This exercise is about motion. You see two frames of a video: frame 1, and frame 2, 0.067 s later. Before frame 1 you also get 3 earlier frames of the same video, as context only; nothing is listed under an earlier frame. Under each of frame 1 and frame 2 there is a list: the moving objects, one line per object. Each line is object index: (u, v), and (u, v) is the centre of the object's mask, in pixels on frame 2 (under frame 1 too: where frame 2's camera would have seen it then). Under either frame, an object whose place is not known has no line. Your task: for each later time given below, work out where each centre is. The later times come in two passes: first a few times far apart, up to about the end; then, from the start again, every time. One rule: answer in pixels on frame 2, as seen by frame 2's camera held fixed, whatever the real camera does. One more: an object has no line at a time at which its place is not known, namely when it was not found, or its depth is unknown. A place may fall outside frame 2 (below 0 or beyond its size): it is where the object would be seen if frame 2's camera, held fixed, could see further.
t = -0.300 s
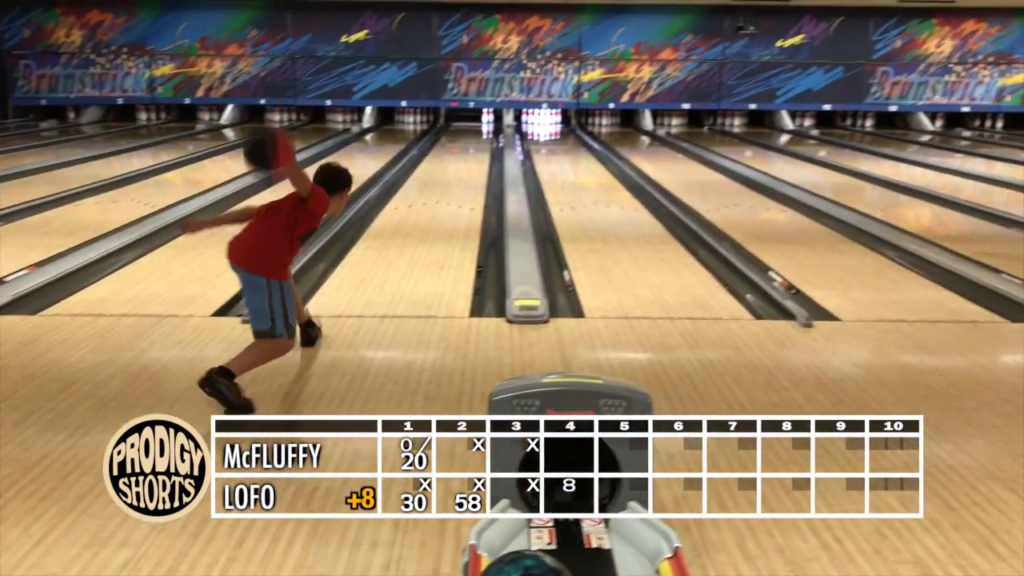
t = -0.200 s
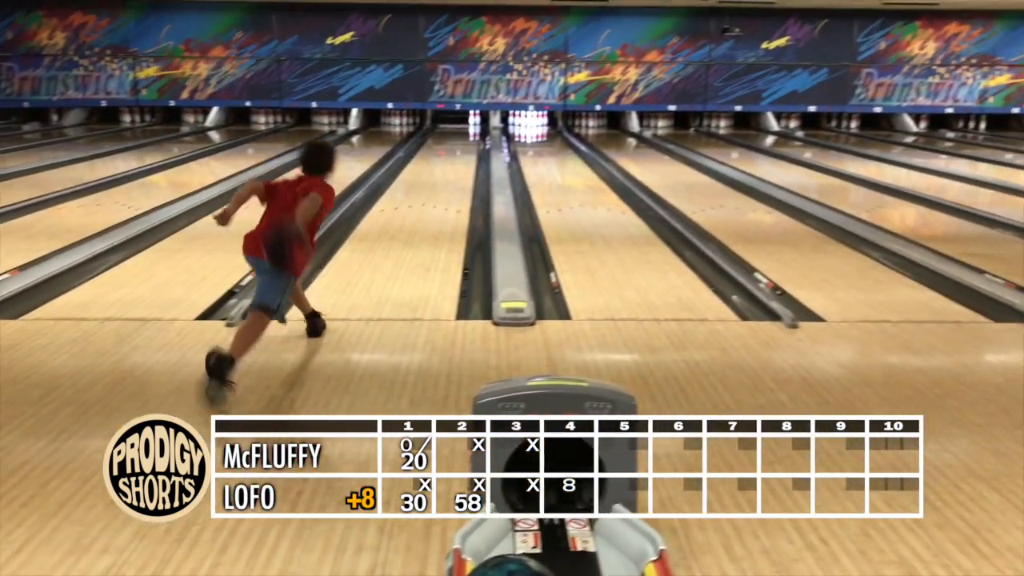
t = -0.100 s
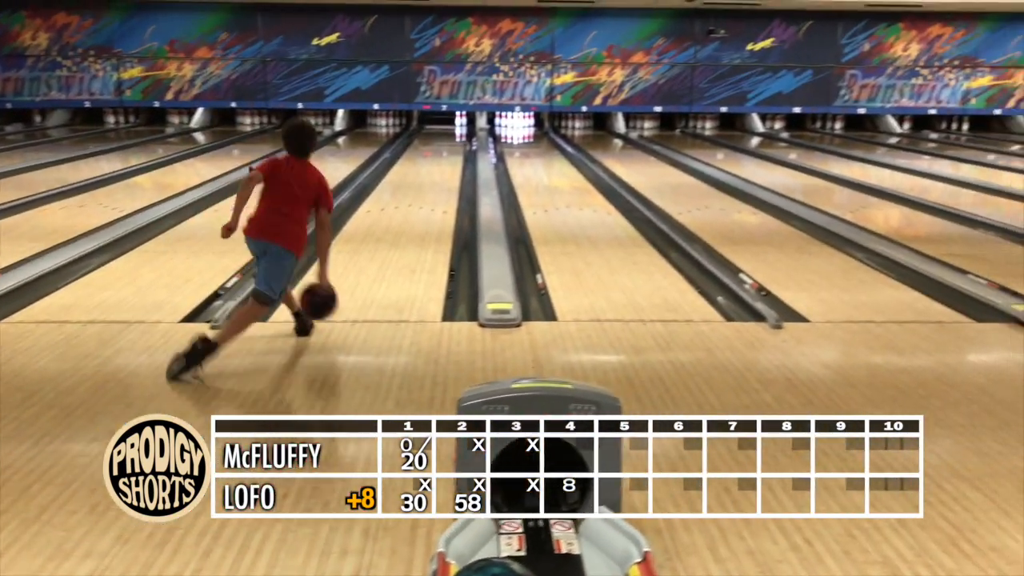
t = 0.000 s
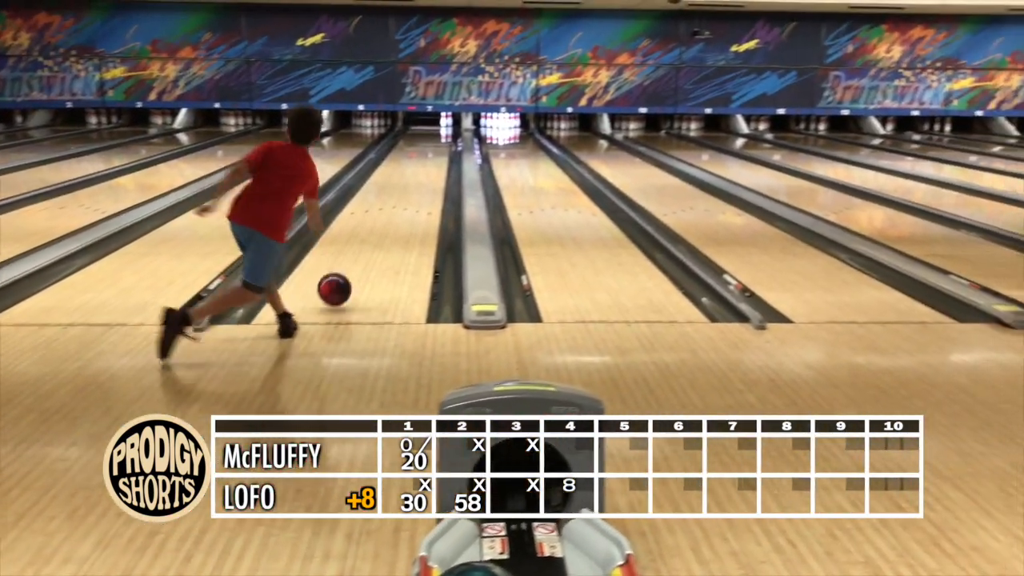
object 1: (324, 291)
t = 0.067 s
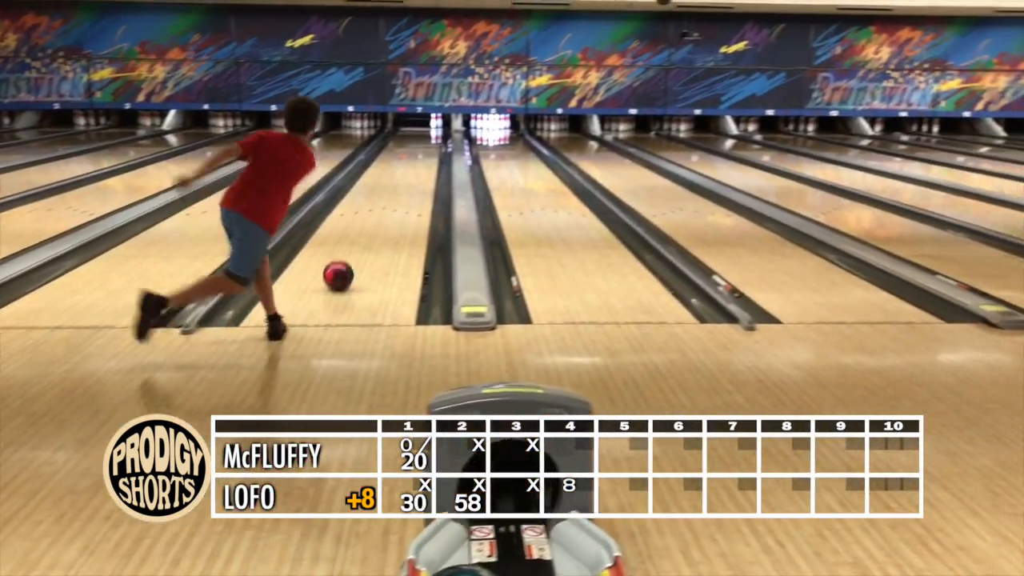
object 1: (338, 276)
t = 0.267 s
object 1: (368, 232)
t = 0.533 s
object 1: (392, 197)
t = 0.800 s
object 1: (407, 175)
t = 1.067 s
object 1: (416, 159)
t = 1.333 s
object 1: (423, 148)
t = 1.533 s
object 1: (426, 140)
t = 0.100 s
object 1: (344, 267)
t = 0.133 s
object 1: (350, 259)
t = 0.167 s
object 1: (355, 251)
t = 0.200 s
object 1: (360, 245)
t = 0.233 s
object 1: (364, 238)
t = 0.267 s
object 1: (368, 232)
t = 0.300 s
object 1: (372, 227)
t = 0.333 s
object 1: (376, 222)
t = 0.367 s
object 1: (379, 217)
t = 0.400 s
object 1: (382, 212)
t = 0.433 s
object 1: (385, 208)
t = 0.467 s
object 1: (387, 204)
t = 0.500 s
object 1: (390, 200)
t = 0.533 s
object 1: (392, 197)
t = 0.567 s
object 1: (394, 194)
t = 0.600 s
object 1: (397, 191)
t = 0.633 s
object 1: (398, 188)
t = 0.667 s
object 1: (400, 185)
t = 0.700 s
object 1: (402, 182)
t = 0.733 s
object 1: (404, 180)
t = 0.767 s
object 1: (405, 177)
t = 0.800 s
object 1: (407, 175)
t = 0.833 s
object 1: (408, 172)
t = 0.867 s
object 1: (410, 170)
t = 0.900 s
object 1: (411, 168)
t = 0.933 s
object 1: (412, 166)
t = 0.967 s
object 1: (414, 164)
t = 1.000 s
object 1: (415, 162)
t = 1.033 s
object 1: (416, 161)
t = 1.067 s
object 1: (416, 159)
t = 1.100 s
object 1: (417, 158)
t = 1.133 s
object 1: (418, 156)
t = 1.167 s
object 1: (419, 154)
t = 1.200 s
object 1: (420, 153)
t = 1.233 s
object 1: (421, 151)
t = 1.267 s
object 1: (422, 150)
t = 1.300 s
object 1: (422, 149)
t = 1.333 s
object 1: (423, 148)
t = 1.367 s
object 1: (423, 146)
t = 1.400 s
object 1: (424, 145)
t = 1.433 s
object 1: (424, 144)
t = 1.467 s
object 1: (425, 143)
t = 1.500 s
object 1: (425, 142)
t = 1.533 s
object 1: (426, 140)
